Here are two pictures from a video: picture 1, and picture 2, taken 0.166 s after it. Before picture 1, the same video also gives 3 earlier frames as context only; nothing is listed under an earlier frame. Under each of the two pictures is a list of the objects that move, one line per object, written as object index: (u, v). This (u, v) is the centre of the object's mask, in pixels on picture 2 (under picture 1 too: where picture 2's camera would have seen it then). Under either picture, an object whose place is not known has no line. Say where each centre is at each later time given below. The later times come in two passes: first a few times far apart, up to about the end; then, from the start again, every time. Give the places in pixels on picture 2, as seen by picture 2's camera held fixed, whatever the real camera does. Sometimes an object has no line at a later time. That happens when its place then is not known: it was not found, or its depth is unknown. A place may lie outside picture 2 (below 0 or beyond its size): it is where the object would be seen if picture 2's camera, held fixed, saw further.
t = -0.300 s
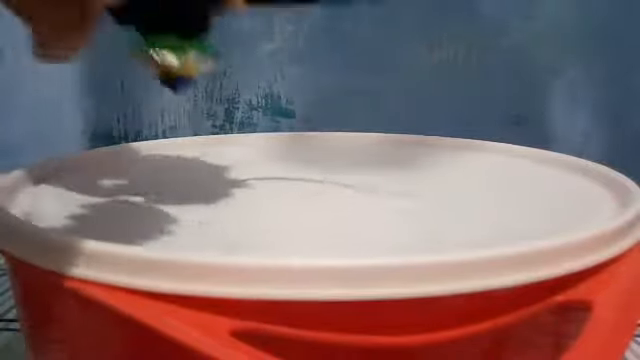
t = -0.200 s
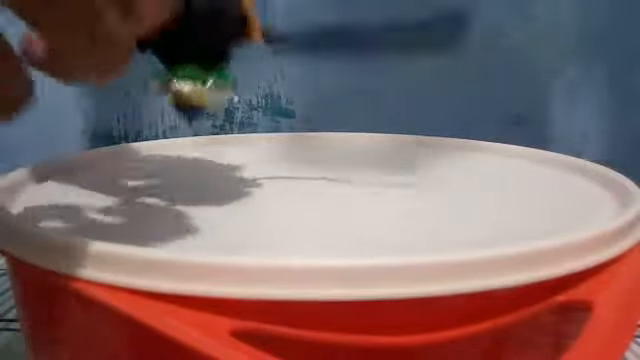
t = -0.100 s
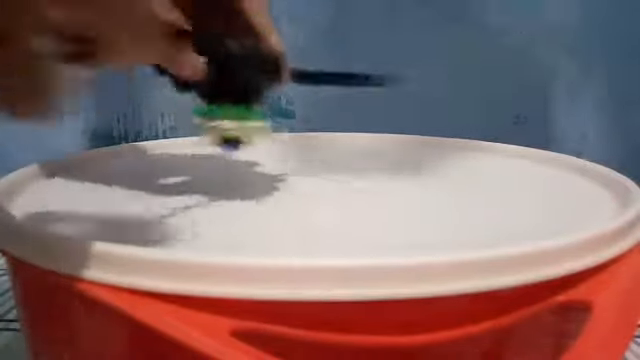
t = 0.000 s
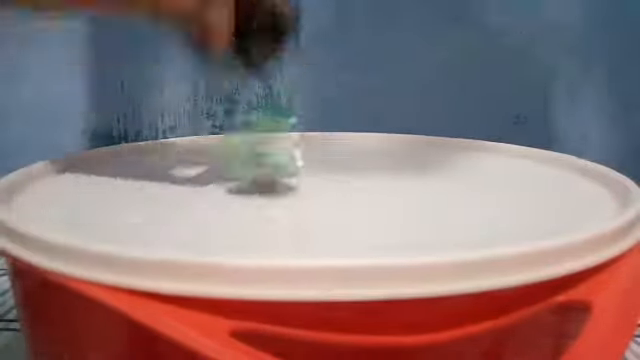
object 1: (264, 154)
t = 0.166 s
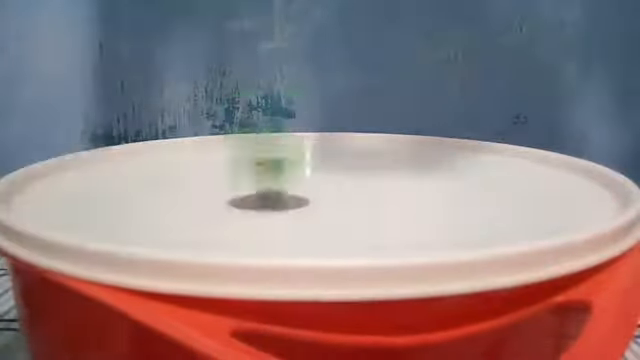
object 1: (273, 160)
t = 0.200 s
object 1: (268, 158)
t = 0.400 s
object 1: (258, 175)
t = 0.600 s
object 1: (241, 182)
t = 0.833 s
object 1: (220, 184)
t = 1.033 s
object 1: (209, 184)
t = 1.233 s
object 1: (204, 183)
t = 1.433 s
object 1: (201, 183)
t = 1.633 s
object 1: (200, 182)
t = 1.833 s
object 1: (202, 181)
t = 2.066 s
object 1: (210, 179)
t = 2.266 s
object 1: (220, 178)
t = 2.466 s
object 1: (229, 178)
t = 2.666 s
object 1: (241, 177)
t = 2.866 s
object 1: (257, 178)
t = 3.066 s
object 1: (269, 179)
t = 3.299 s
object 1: (282, 181)
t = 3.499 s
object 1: (192, 175)
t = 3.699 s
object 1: (187, 177)
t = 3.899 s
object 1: (184, 180)
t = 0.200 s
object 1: (268, 158)
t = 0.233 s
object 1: (266, 149)
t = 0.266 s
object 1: (262, 157)
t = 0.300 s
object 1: (262, 175)
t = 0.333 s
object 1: (261, 167)
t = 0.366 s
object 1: (259, 177)
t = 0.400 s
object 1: (258, 175)
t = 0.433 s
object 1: (256, 179)
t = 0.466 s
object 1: (253, 180)
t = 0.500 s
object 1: (250, 181)
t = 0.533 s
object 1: (247, 181)
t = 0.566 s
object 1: (244, 182)
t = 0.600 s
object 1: (241, 182)
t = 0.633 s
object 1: (238, 183)
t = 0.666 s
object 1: (235, 183)
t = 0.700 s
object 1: (232, 183)
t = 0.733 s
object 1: (229, 183)
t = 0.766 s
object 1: (225, 183)
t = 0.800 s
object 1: (222, 183)
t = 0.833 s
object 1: (220, 184)
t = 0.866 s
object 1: (218, 184)
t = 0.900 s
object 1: (216, 184)
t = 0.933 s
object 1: (214, 184)
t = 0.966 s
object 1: (212, 184)
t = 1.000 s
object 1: (211, 184)
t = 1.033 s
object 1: (209, 184)
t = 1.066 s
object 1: (208, 184)
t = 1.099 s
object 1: (207, 184)
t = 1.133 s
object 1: (207, 184)
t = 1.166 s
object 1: (206, 184)
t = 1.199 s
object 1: (205, 184)
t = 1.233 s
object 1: (204, 183)
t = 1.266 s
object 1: (203, 183)
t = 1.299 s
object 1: (202, 183)
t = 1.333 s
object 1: (202, 183)
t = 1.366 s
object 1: (202, 183)
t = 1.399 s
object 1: (202, 183)
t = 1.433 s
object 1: (201, 183)
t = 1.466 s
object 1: (201, 183)
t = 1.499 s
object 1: (200, 182)
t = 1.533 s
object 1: (200, 182)
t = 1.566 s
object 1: (200, 182)
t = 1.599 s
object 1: (200, 182)
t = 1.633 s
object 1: (200, 182)
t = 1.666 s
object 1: (200, 182)
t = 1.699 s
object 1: (200, 182)
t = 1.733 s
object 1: (200, 182)
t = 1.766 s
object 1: (201, 181)
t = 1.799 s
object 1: (202, 181)
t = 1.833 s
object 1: (202, 181)
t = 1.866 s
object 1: (203, 181)
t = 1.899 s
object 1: (204, 180)
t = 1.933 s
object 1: (206, 180)
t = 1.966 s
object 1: (206, 180)
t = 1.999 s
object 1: (207, 179)
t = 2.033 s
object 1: (209, 179)
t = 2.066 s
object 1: (210, 179)
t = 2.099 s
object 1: (212, 179)
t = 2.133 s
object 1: (213, 179)
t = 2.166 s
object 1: (214, 179)
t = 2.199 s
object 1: (215, 179)
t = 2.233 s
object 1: (216, 178)
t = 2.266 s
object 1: (220, 178)
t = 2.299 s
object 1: (220, 178)
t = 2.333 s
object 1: (222, 178)
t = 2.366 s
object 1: (226, 178)
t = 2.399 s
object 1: (226, 177)
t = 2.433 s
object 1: (227, 178)
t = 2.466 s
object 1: (229, 178)
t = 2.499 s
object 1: (231, 178)
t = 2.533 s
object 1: (233, 178)
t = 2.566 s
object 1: (235, 178)
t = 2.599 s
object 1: (238, 178)
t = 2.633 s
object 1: (240, 177)
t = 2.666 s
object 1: (241, 177)
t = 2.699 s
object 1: (243, 178)
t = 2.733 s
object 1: (245, 177)
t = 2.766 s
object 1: (248, 177)
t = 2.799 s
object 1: (250, 178)
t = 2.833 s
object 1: (254, 178)
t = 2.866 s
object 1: (257, 178)
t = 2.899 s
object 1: (259, 178)
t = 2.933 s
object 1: (261, 179)
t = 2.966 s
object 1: (263, 178)
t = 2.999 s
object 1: (265, 178)
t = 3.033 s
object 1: (268, 178)
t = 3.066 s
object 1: (269, 179)
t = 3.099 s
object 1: (271, 179)
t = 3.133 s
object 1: (274, 179)
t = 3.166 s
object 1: (275, 179)
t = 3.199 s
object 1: (277, 180)
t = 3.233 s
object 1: (279, 180)
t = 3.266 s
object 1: (280, 180)
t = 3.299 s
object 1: (282, 181)
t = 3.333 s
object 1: (283, 181)
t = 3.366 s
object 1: (266, 180)
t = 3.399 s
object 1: (234, 179)
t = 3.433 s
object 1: (212, 177)
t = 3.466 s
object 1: (196, 175)
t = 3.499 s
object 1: (192, 175)
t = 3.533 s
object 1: (189, 175)
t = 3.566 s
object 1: (186, 176)
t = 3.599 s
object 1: (188, 176)
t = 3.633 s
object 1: (187, 177)
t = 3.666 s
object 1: (187, 177)
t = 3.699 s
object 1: (187, 177)
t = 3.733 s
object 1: (186, 178)
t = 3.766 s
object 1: (186, 178)
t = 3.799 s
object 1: (186, 179)
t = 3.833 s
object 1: (185, 180)
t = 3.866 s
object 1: (185, 180)
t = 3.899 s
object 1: (184, 180)
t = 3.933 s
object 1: (184, 181)
